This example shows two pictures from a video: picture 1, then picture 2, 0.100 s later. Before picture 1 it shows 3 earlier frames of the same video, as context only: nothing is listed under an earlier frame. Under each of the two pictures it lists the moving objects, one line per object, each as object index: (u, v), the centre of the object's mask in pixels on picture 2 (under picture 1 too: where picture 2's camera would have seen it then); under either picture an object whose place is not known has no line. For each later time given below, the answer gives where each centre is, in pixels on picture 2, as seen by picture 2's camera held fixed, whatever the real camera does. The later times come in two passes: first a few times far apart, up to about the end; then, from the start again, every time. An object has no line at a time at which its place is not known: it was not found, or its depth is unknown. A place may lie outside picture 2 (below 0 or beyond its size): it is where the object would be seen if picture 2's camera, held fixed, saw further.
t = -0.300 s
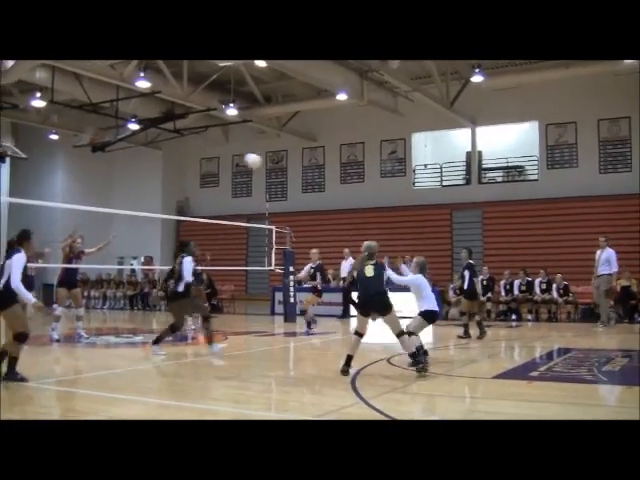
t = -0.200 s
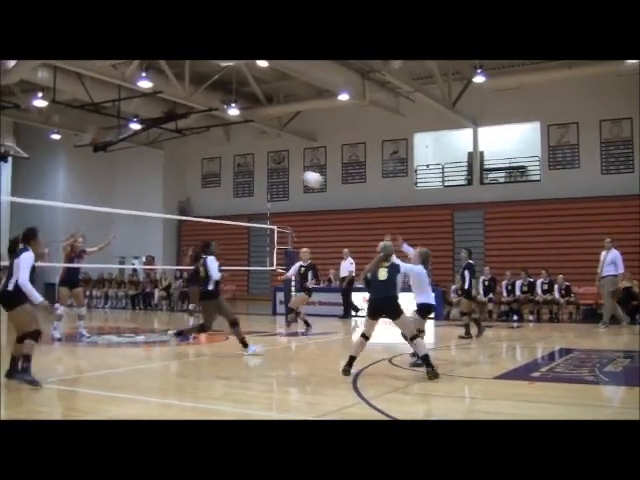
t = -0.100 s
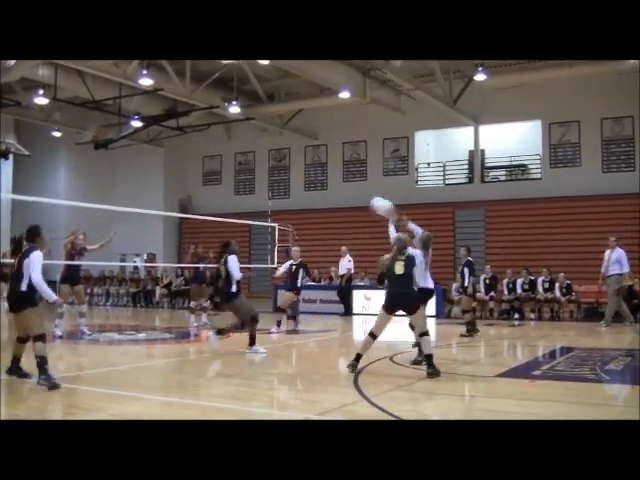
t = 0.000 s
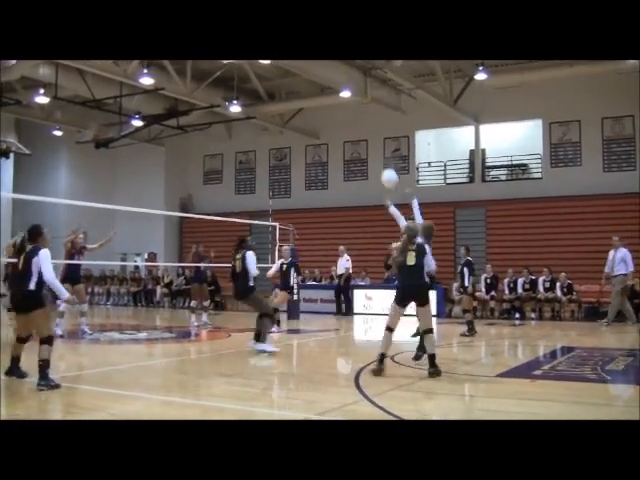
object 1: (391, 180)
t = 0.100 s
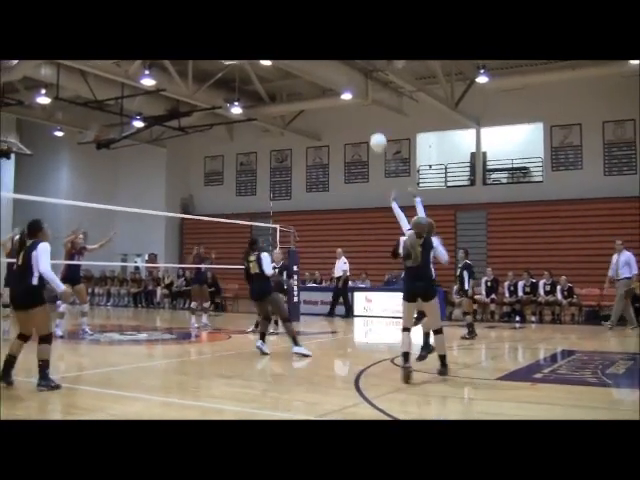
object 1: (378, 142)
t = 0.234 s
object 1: (362, 105)
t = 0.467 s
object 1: (337, 72)
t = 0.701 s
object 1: (312, 81)
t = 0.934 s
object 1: (288, 128)
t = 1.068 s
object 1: (276, 171)
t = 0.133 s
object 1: (375, 132)
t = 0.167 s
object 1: (371, 122)
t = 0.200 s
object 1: (366, 113)
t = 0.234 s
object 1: (362, 105)
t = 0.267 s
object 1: (359, 97)
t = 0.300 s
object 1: (355, 90)
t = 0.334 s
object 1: (351, 85)
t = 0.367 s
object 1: (348, 82)
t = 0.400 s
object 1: (344, 78)
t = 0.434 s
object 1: (340, 75)
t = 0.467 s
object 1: (337, 72)
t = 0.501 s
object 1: (334, 72)
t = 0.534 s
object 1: (330, 71)
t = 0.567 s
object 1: (326, 71)
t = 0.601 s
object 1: (323, 72)
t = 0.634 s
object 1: (319, 74)
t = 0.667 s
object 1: (315, 78)
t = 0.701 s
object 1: (312, 81)
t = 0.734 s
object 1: (308, 85)
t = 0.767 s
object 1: (305, 91)
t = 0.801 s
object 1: (302, 97)
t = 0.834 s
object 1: (299, 103)
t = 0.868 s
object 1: (294, 110)
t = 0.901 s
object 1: (291, 119)
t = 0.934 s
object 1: (288, 128)
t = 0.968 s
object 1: (285, 138)
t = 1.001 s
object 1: (282, 148)
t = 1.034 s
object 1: (279, 159)
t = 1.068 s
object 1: (276, 171)
